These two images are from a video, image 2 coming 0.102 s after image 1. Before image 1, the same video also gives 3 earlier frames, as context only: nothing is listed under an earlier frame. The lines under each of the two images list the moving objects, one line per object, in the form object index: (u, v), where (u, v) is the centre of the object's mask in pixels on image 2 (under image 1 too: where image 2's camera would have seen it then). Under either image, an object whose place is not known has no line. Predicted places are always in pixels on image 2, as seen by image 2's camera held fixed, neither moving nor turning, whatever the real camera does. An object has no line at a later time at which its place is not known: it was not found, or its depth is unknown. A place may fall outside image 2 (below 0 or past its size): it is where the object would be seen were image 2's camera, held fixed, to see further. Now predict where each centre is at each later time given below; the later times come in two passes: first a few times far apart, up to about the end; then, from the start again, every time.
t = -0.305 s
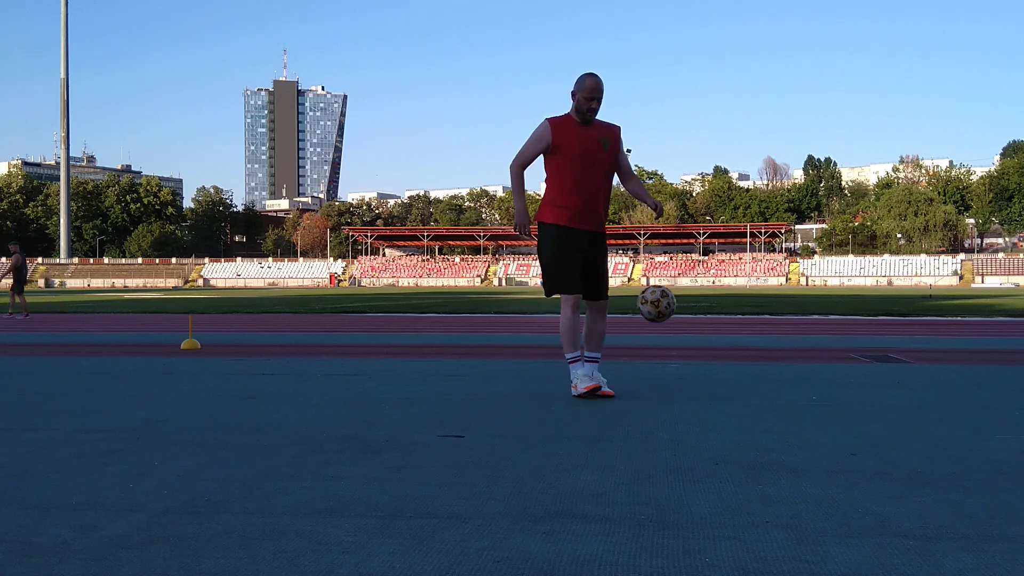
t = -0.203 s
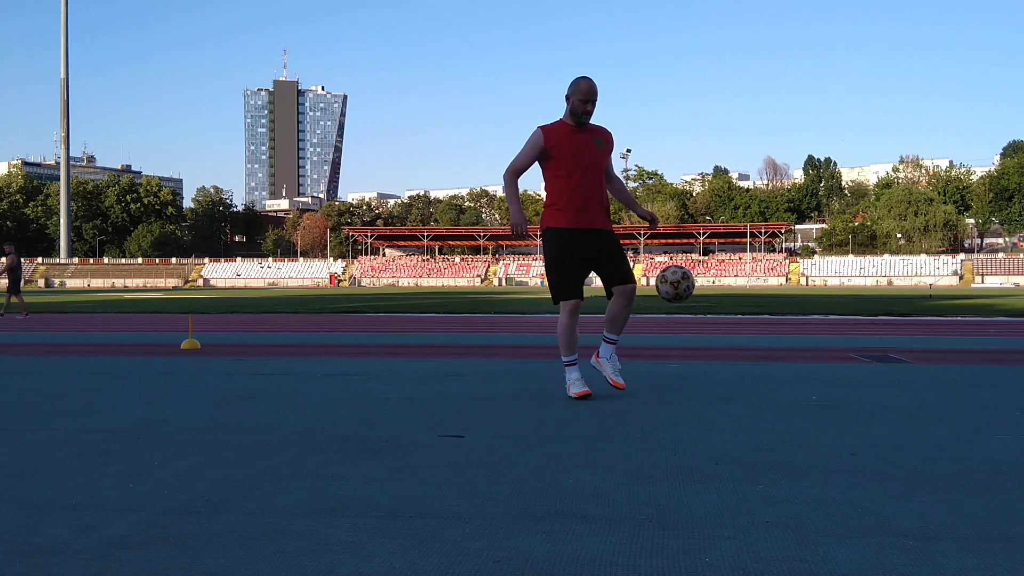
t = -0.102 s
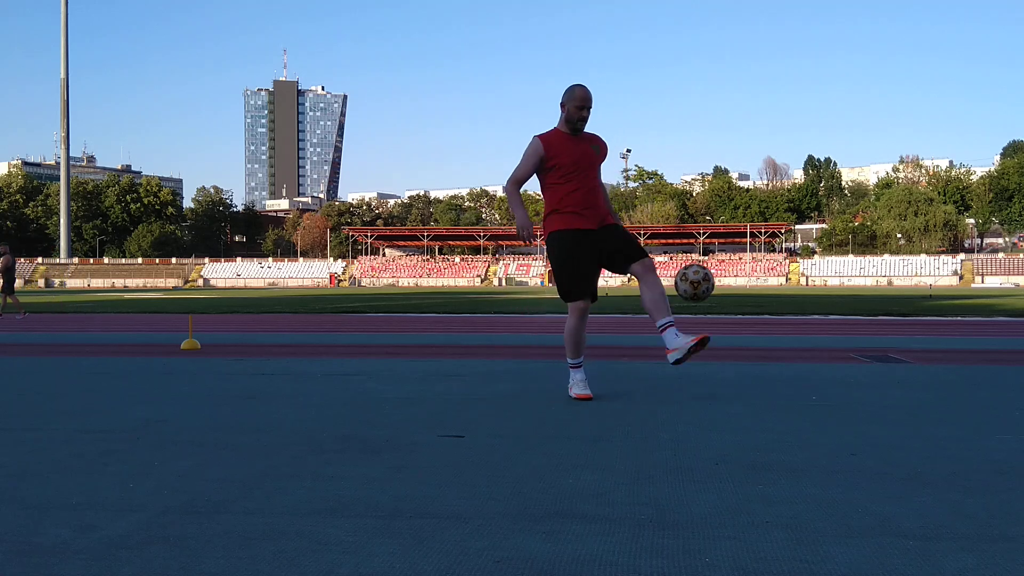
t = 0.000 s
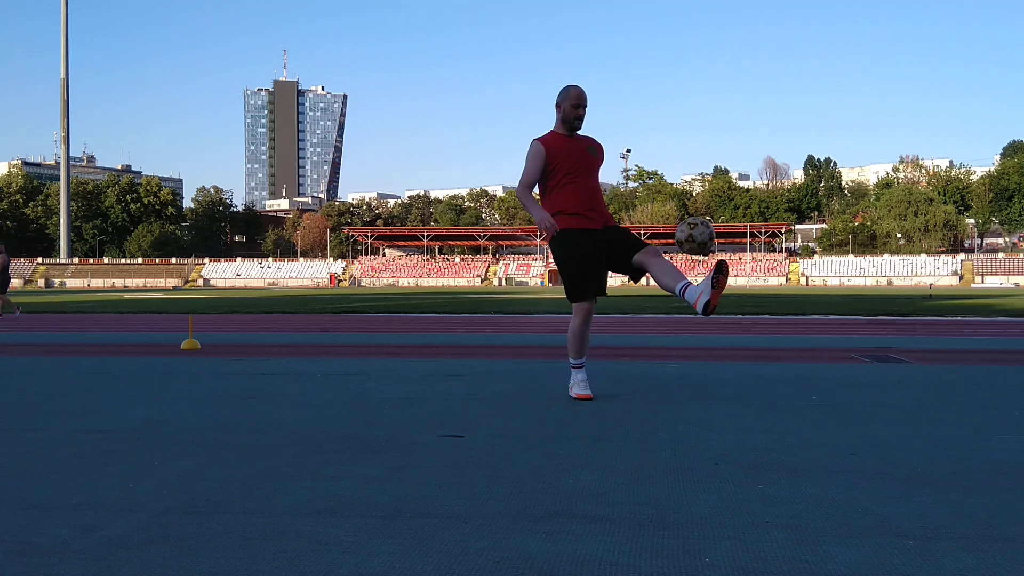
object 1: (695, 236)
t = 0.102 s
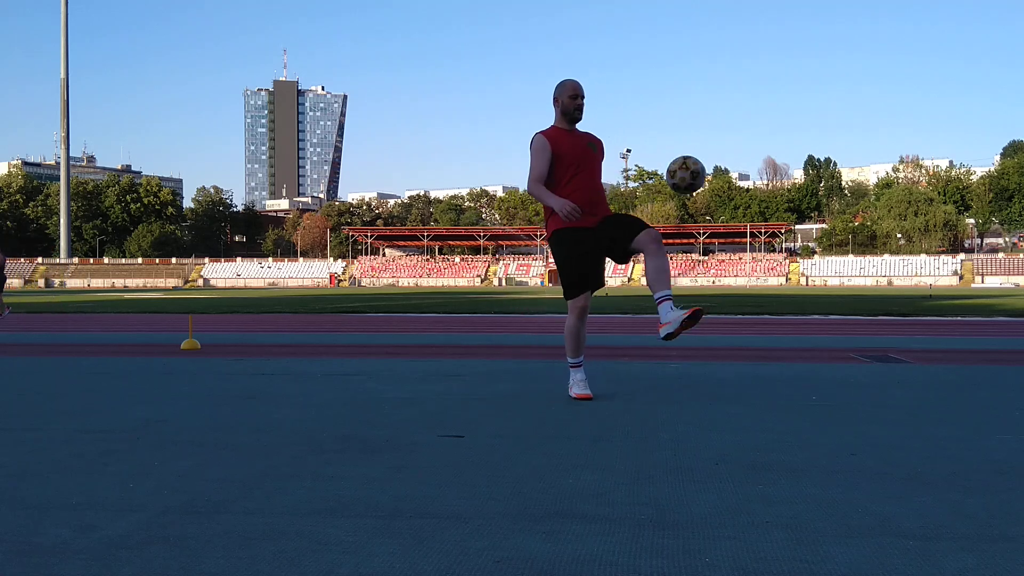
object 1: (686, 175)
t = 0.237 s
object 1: (672, 123)
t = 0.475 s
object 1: (649, 116)
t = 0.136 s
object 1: (682, 158)
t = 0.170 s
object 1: (679, 144)
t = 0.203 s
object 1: (676, 133)
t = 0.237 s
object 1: (672, 123)
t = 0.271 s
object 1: (669, 116)
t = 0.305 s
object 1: (666, 111)
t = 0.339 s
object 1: (663, 107)
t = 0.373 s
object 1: (660, 106)
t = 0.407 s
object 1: (656, 107)
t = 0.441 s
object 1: (653, 110)
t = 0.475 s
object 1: (649, 116)
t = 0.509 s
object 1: (646, 123)
